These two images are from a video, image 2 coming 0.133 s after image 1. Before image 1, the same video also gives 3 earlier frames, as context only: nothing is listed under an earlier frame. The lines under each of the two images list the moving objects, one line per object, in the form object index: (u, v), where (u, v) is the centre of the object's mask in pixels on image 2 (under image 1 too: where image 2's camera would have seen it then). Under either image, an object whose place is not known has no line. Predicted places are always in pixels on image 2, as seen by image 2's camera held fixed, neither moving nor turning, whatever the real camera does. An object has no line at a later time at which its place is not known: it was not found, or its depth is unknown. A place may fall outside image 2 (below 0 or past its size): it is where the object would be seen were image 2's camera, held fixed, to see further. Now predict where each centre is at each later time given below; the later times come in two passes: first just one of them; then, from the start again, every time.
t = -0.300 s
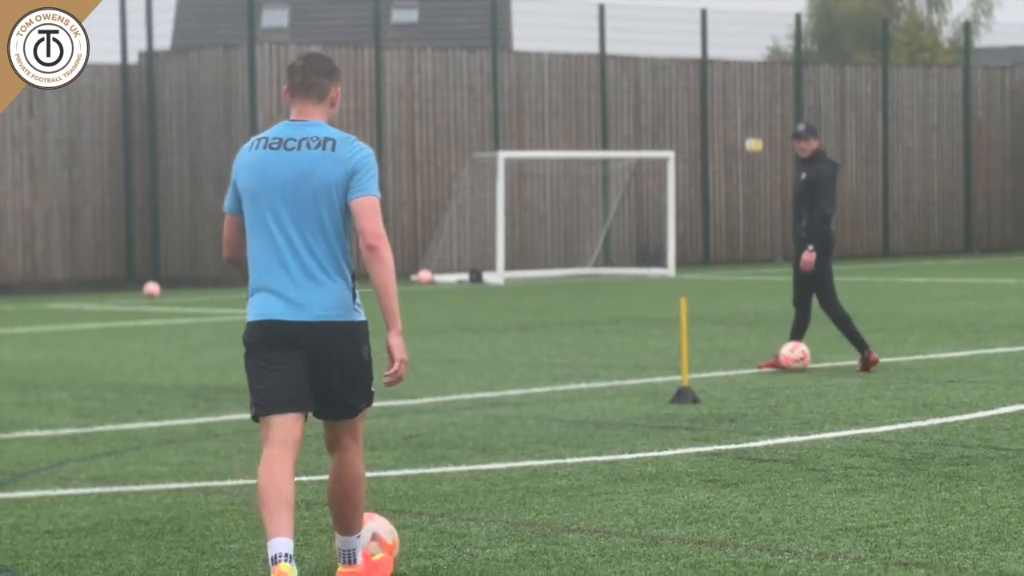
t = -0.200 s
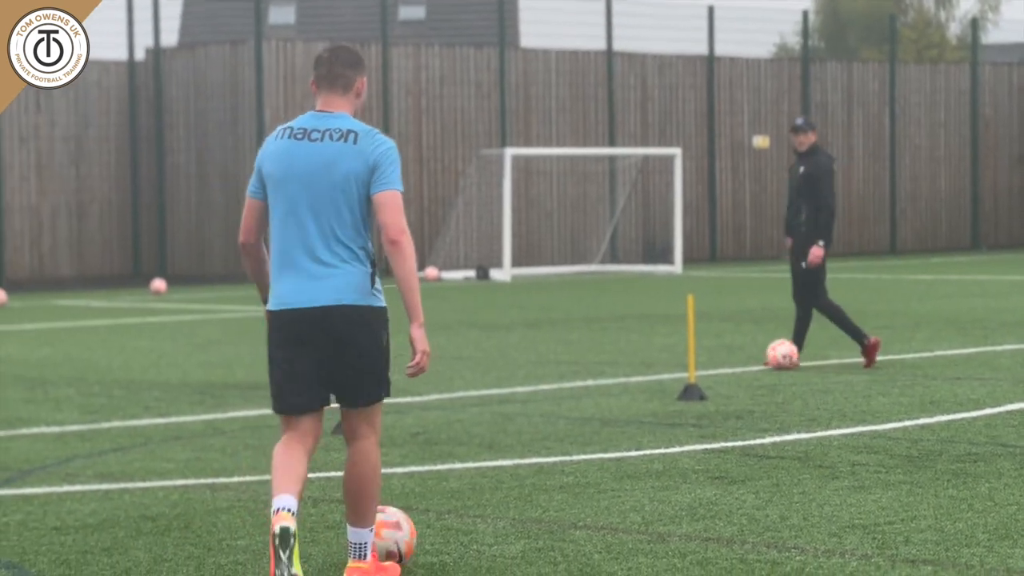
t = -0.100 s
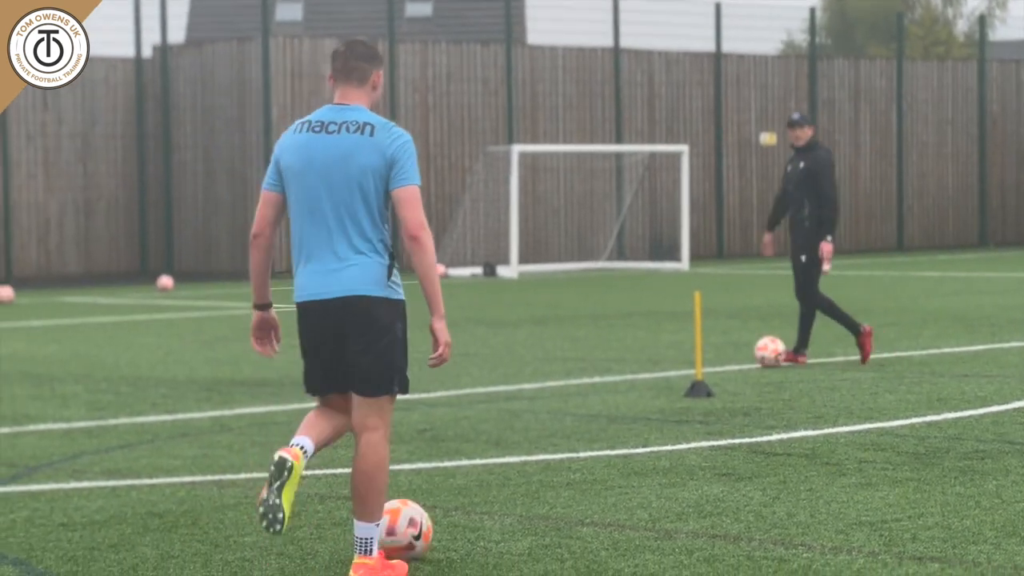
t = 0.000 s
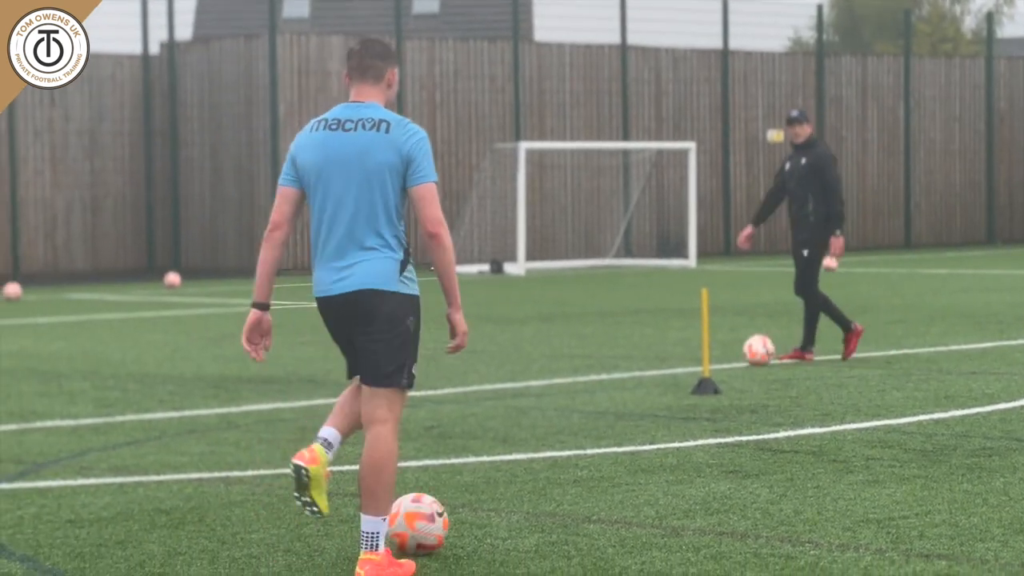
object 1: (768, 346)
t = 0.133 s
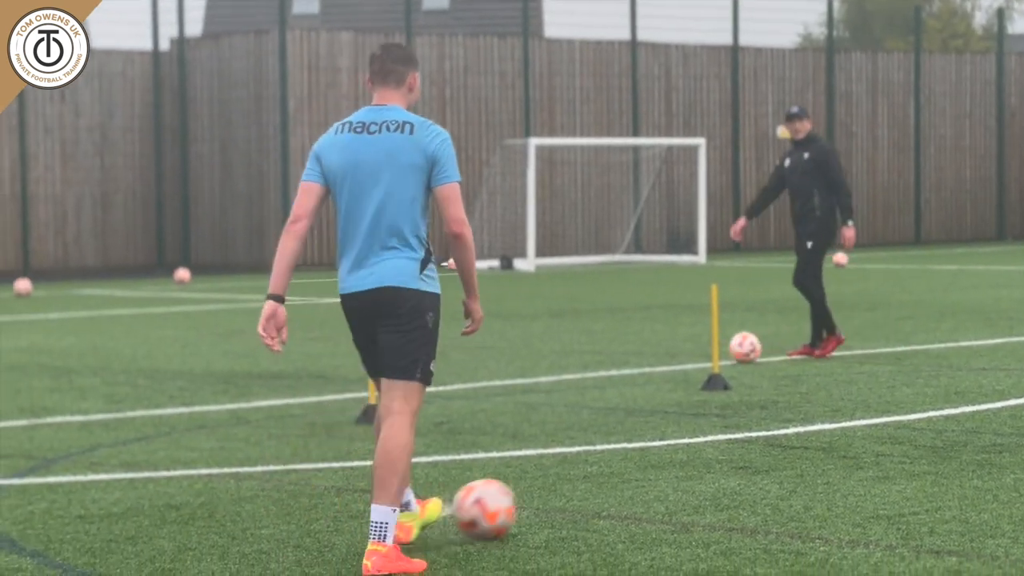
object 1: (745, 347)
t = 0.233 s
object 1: (731, 348)
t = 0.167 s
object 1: (740, 347)
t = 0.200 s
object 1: (734, 348)
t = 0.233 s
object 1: (731, 348)
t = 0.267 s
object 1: (725, 347)
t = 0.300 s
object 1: (719, 348)
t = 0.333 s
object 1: (711, 348)
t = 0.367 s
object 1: (706, 348)
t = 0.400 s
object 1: (701, 349)
